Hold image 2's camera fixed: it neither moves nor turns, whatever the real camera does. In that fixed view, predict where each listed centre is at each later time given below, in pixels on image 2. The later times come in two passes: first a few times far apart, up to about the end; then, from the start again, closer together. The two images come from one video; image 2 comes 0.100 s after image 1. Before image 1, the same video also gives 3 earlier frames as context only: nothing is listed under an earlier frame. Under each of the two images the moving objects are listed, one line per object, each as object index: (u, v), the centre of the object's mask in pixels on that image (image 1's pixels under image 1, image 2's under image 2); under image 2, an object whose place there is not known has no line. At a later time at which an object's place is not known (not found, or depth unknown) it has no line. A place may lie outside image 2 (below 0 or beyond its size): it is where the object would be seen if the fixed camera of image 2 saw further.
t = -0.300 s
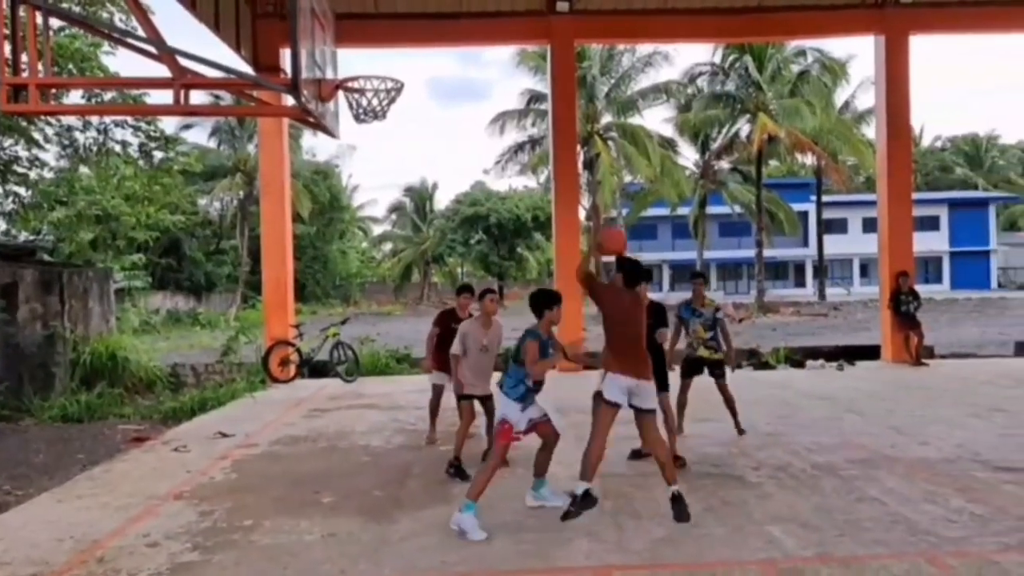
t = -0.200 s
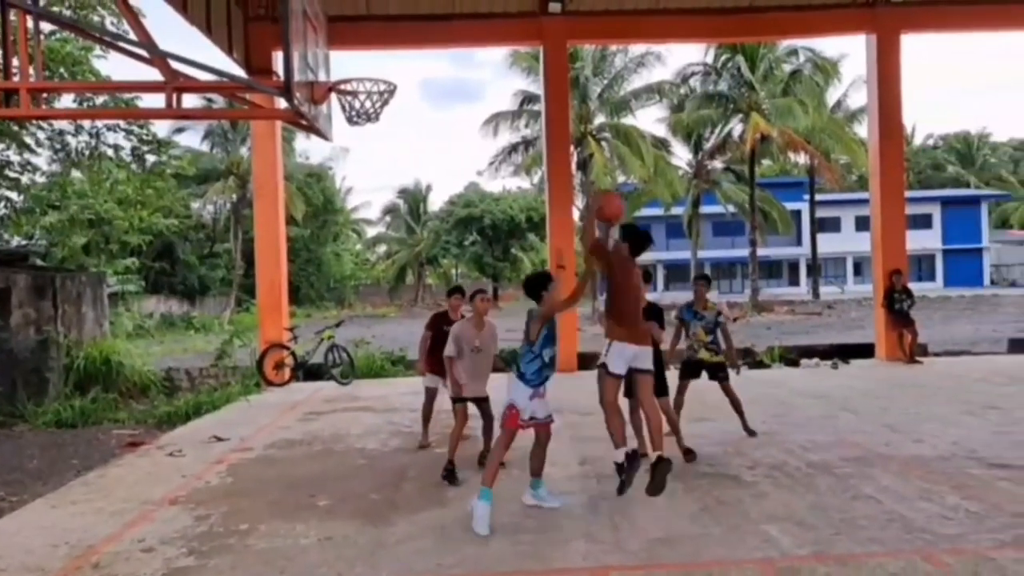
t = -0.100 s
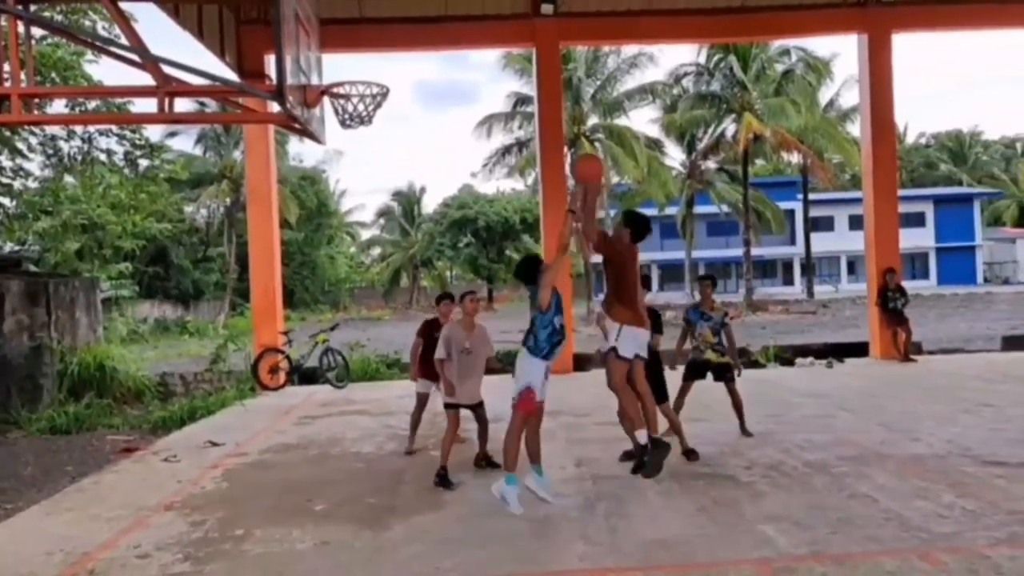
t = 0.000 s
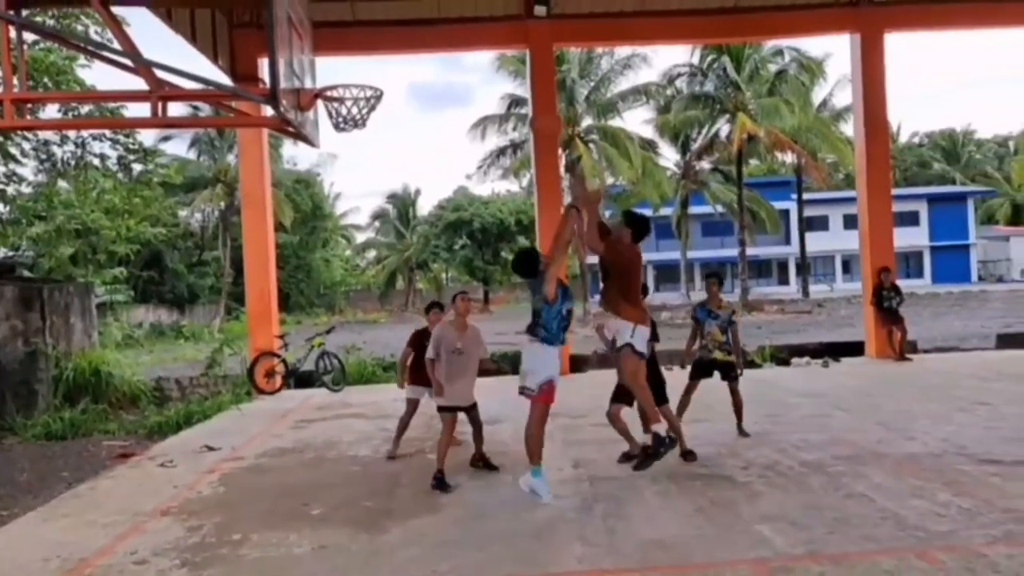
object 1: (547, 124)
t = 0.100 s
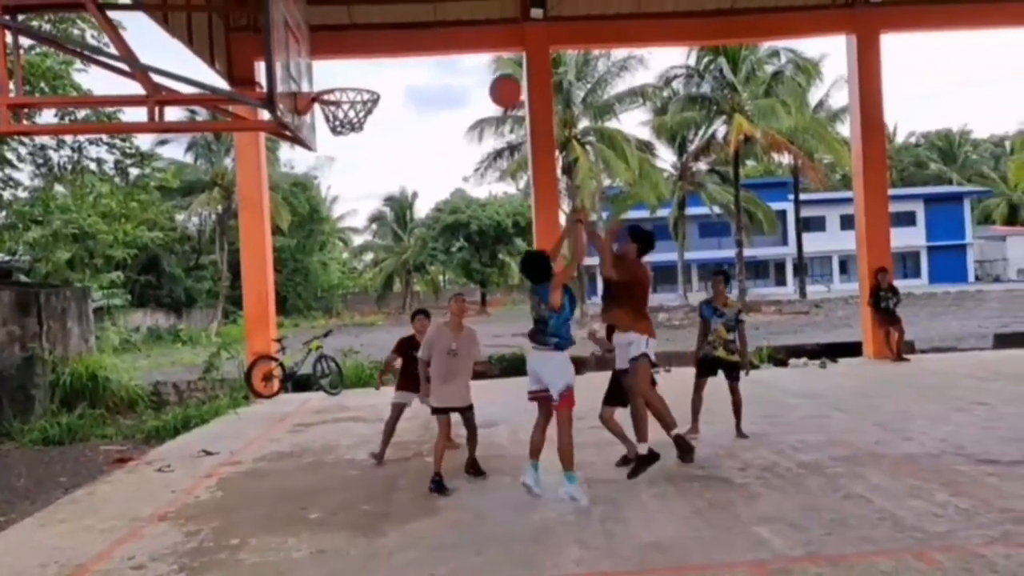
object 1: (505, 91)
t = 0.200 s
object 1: (469, 69)
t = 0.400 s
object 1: (399, 67)
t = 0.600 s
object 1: (333, 118)
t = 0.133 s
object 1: (493, 82)
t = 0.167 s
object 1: (481, 74)
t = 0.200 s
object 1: (469, 69)
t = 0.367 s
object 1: (411, 65)
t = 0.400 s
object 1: (399, 67)
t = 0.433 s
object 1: (388, 71)
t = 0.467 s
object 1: (377, 78)
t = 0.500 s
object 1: (366, 86)
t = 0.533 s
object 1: (355, 95)
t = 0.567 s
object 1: (344, 106)
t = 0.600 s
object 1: (333, 118)
